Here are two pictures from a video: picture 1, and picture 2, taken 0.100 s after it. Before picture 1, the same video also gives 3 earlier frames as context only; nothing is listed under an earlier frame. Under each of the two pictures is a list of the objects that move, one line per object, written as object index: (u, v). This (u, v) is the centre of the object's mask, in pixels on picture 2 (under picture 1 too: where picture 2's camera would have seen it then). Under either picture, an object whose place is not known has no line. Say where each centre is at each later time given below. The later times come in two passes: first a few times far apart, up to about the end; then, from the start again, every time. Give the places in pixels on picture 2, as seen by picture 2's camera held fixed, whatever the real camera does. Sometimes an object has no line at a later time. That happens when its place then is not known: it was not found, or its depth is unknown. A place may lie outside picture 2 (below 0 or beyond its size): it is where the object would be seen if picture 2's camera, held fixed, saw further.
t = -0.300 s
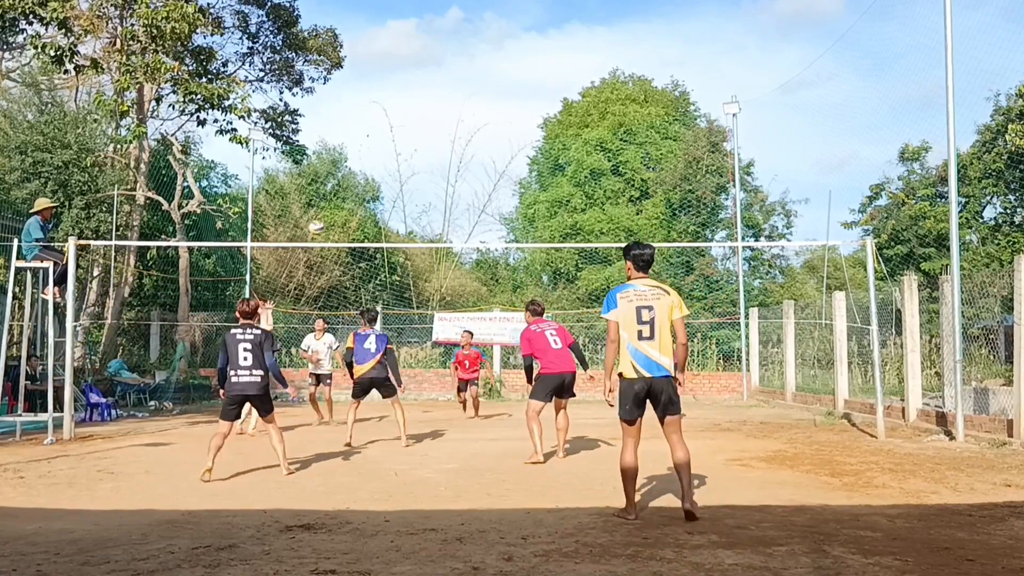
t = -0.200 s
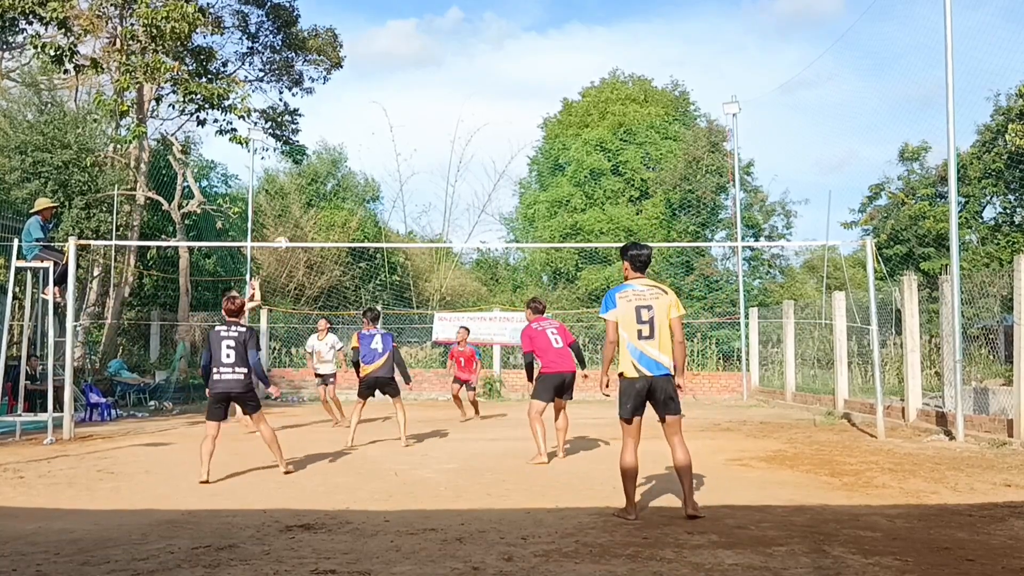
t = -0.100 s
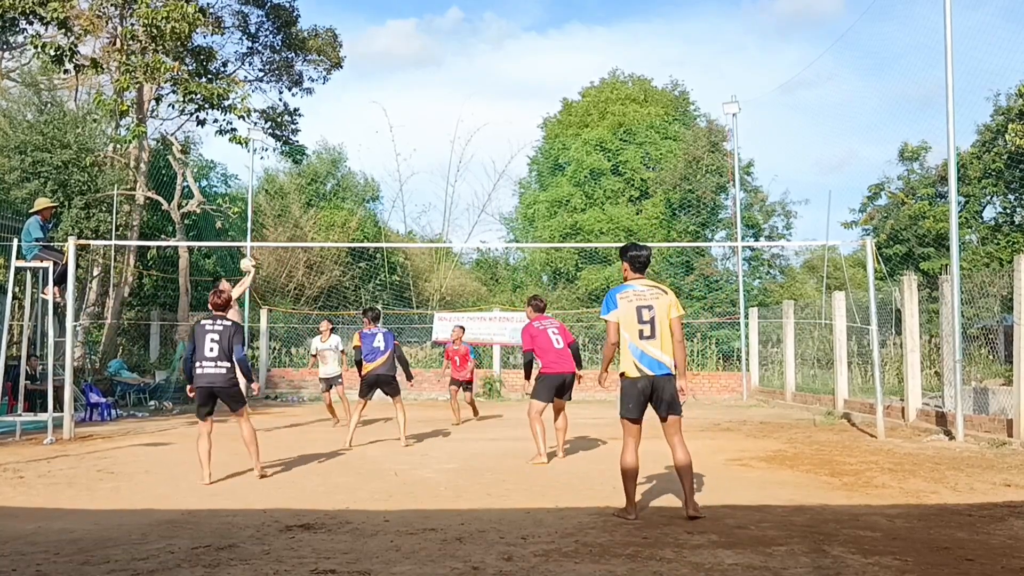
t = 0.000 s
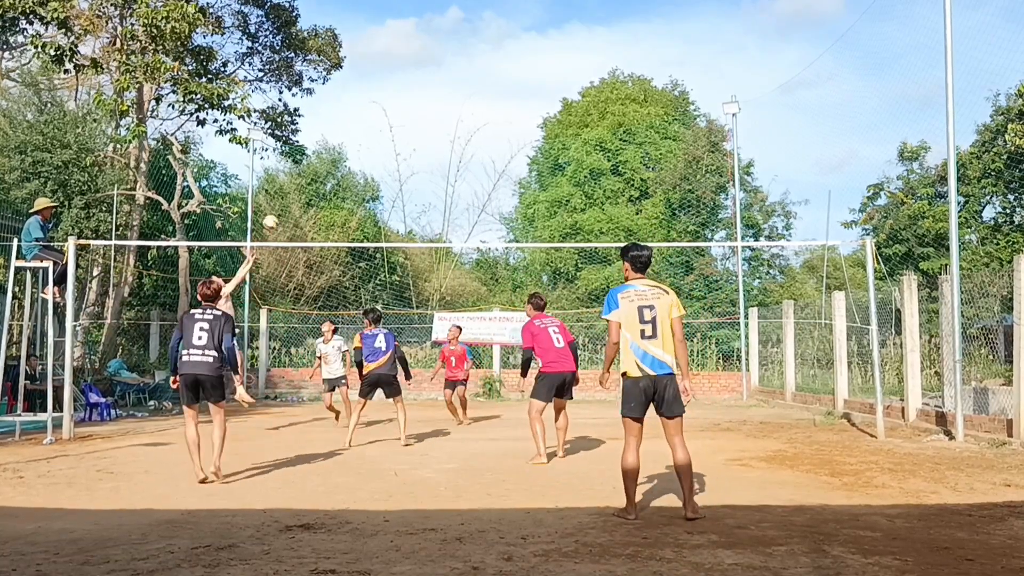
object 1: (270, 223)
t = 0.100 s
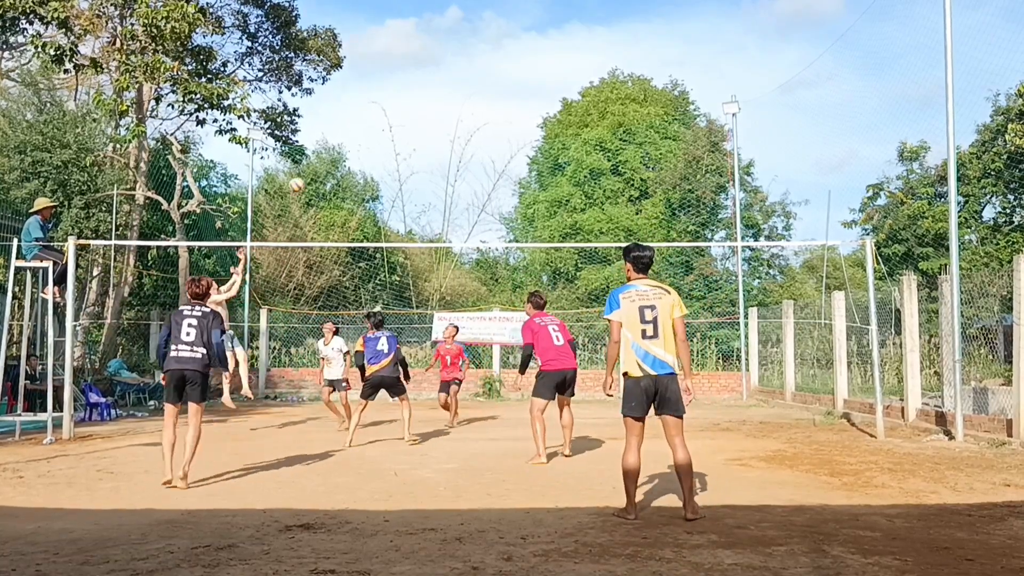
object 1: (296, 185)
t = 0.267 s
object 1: (338, 140)
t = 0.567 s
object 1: (404, 105)
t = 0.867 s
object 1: (463, 129)
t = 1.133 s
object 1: (509, 194)
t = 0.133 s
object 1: (305, 174)
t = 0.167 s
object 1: (313, 164)
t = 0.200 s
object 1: (322, 155)
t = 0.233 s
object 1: (330, 147)
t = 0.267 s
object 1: (338, 140)
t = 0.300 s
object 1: (346, 133)
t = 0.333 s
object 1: (354, 128)
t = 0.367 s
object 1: (361, 123)
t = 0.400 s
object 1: (368, 118)
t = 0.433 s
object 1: (375, 114)
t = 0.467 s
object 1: (382, 110)
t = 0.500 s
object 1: (389, 108)
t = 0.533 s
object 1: (397, 106)
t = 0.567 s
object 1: (404, 105)
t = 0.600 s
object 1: (410, 104)
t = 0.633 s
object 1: (417, 105)
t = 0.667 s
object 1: (424, 106)
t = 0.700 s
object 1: (431, 108)
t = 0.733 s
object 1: (437, 111)
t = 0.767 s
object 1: (444, 114)
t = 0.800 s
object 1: (450, 118)
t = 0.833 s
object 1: (457, 123)
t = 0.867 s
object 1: (463, 129)
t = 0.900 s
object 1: (469, 135)
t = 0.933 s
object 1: (475, 141)
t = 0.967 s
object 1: (481, 149)
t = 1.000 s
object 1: (487, 157)
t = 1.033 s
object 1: (492, 165)
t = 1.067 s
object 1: (498, 174)
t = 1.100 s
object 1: (504, 184)
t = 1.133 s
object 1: (509, 194)
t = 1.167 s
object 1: (514, 204)
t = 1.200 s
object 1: (520, 216)
